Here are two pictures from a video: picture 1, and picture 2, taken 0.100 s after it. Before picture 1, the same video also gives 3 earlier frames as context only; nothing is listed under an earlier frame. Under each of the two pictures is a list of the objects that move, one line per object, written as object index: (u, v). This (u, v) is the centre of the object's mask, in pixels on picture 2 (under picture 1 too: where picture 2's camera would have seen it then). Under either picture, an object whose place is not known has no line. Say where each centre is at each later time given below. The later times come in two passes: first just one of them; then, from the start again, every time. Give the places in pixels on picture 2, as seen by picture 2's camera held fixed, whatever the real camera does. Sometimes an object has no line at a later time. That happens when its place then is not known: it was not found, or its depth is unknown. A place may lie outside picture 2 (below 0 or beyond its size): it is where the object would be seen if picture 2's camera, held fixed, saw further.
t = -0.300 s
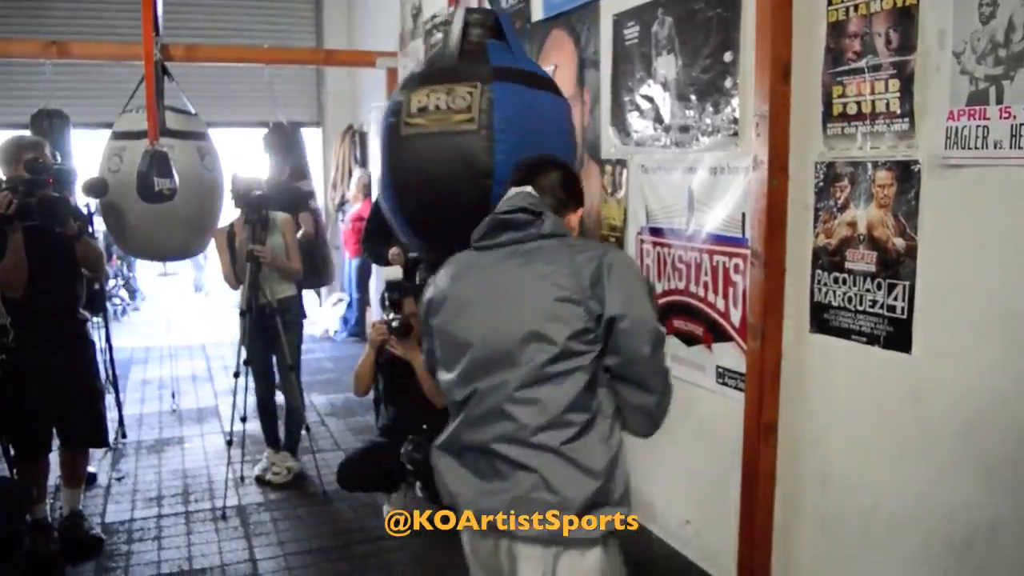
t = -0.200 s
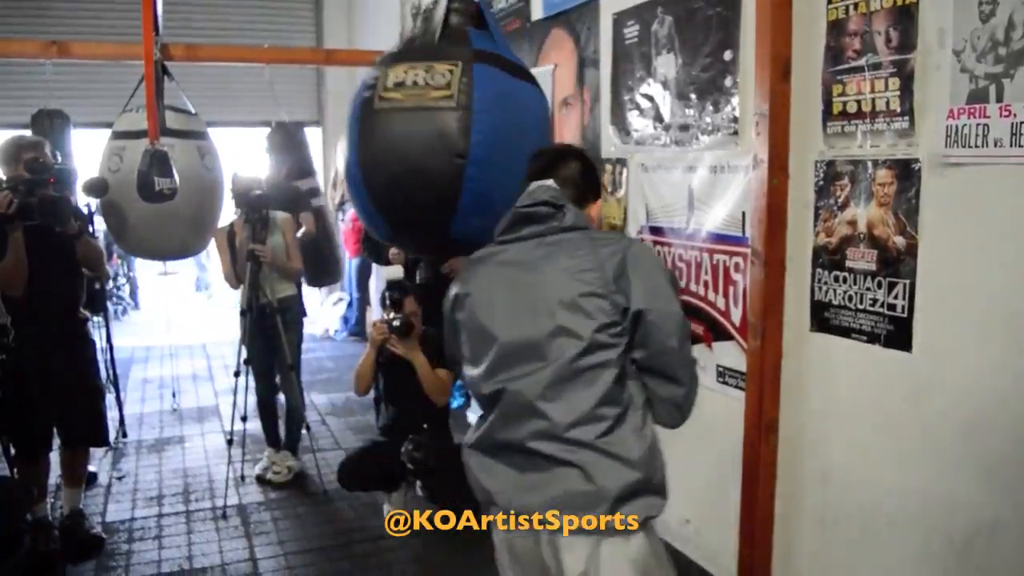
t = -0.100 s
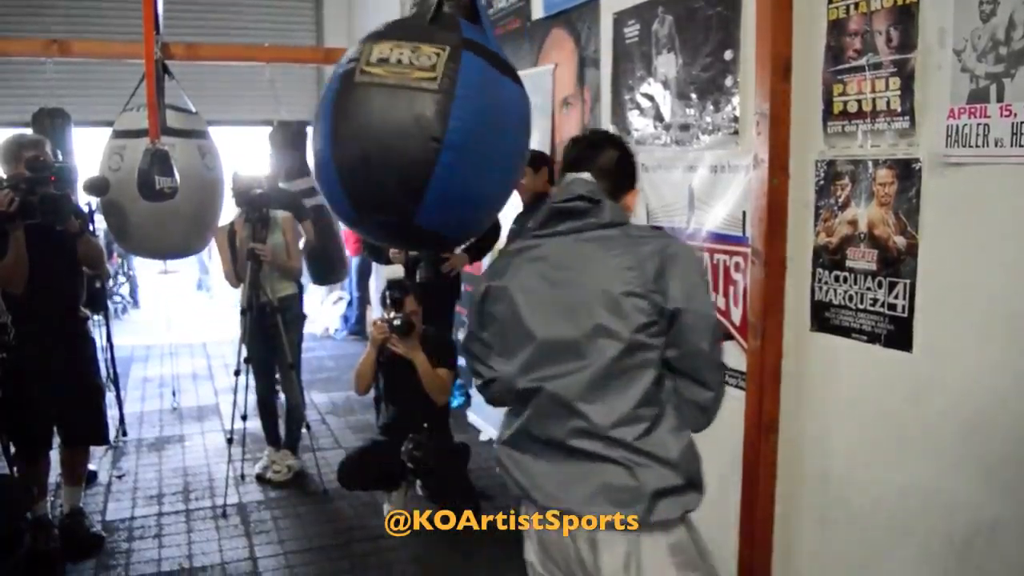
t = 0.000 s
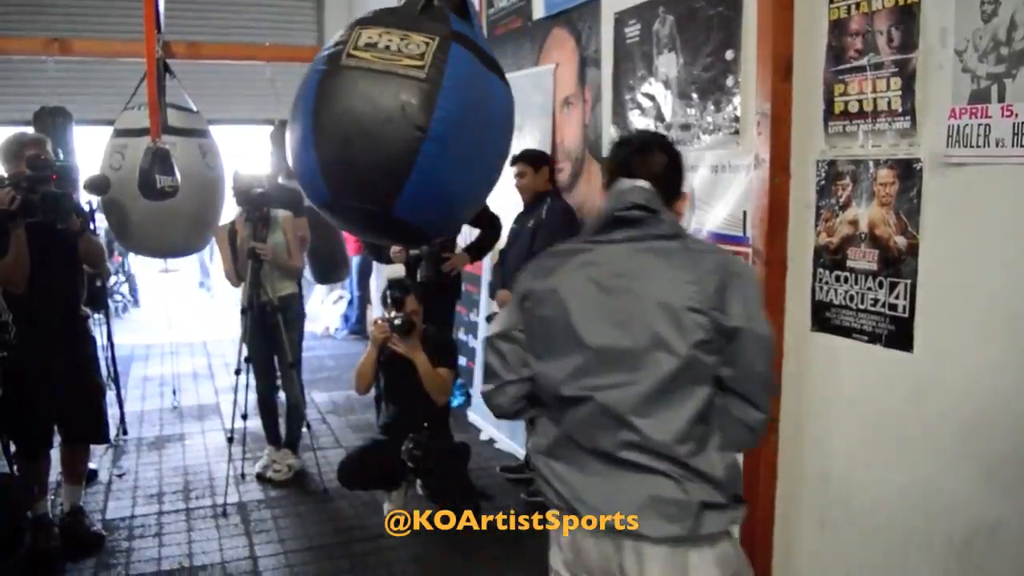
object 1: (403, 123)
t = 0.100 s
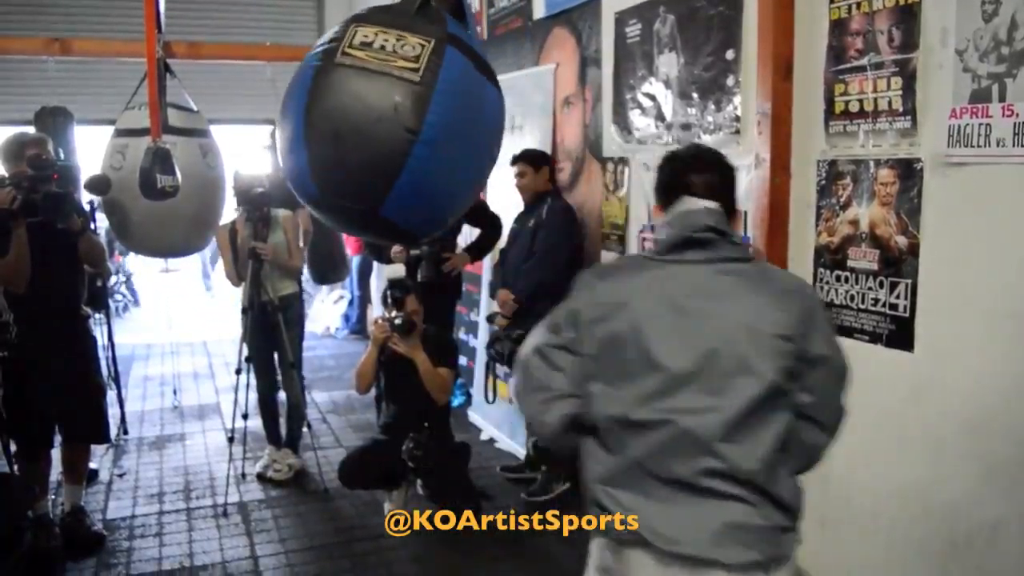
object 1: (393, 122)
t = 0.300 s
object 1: (405, 132)
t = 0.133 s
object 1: (392, 123)
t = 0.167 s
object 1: (393, 124)
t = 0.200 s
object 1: (394, 126)
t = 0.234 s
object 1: (396, 128)
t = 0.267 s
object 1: (400, 130)
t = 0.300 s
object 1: (405, 132)
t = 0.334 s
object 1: (411, 135)
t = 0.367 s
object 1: (418, 137)
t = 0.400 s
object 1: (425, 140)
